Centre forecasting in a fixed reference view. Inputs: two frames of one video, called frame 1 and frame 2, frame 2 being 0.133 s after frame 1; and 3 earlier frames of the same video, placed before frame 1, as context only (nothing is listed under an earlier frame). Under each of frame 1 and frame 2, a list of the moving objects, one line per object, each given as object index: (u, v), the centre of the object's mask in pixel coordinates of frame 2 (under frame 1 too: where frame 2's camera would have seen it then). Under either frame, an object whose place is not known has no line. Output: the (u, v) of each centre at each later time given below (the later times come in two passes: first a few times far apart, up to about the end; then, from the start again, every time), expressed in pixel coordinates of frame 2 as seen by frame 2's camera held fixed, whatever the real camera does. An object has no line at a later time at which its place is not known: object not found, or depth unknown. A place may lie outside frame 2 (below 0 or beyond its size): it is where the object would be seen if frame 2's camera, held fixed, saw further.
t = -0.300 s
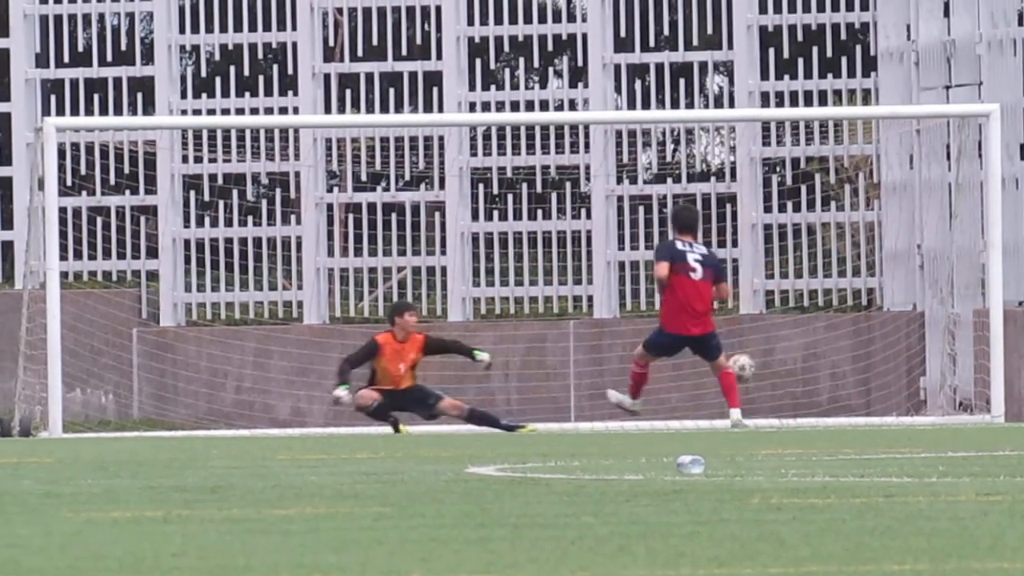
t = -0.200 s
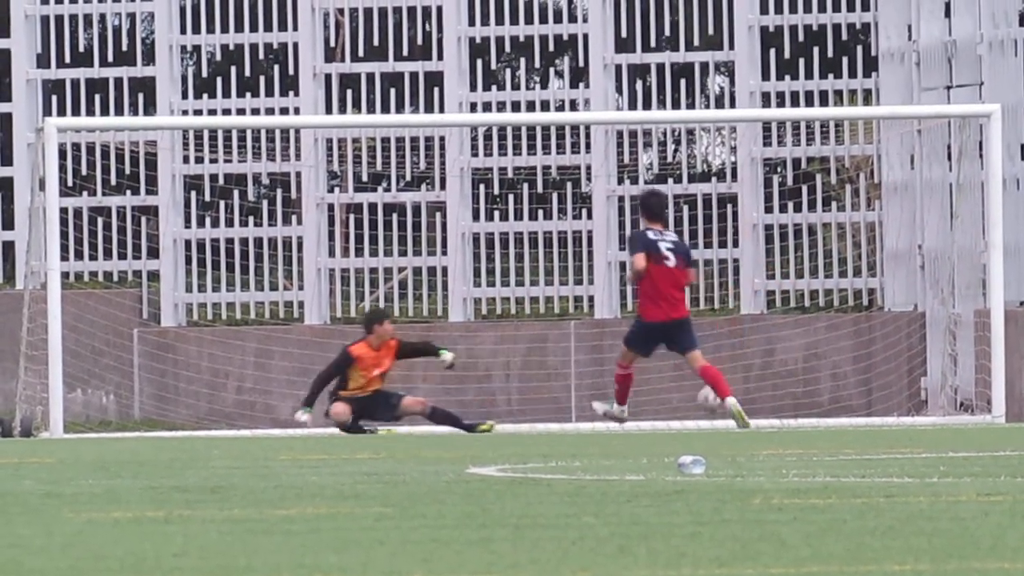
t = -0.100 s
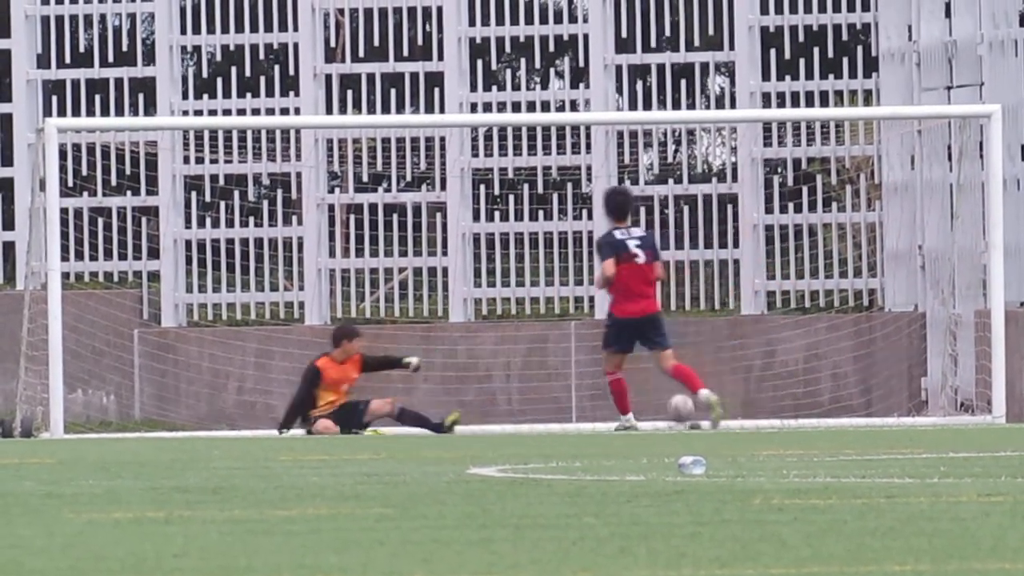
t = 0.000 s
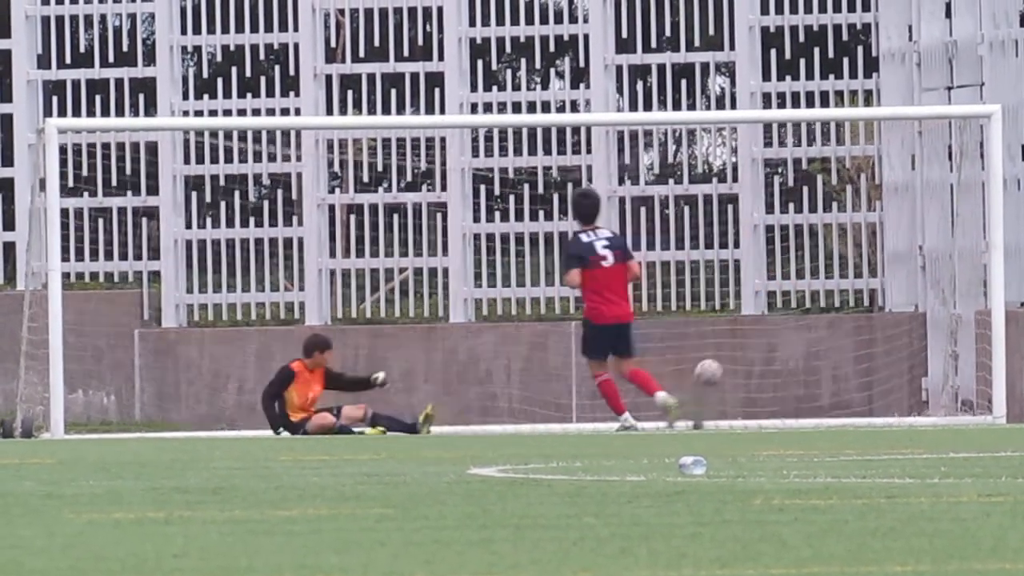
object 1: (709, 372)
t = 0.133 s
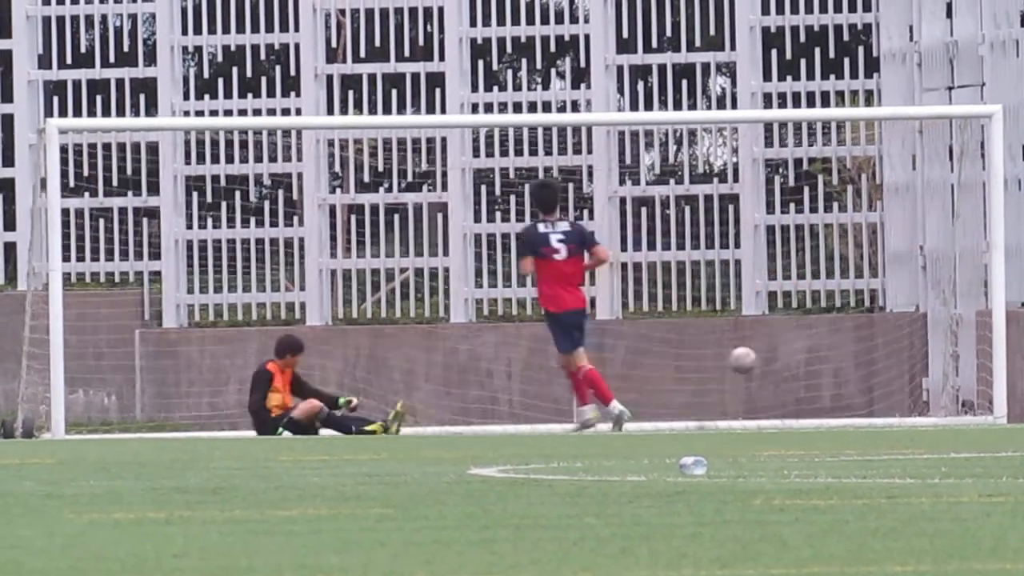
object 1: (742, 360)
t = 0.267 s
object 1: (776, 369)
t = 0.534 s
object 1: (833, 402)
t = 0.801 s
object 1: (857, 393)
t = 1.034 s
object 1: (883, 405)
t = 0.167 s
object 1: (751, 360)
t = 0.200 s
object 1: (759, 361)
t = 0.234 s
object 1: (767, 364)
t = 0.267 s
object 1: (776, 369)
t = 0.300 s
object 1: (784, 374)
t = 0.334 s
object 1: (793, 380)
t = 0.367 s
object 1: (802, 389)
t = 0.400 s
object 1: (810, 397)
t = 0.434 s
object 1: (819, 408)
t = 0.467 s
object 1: (827, 416)
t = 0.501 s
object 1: (830, 410)
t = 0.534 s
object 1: (833, 402)
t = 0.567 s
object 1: (835, 397)
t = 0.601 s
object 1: (839, 393)
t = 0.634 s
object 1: (842, 389)
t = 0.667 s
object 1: (845, 387)
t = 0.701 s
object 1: (847, 387)
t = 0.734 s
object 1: (851, 388)
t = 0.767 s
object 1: (854, 390)
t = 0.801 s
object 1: (857, 393)
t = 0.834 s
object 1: (860, 398)
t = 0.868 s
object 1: (863, 404)
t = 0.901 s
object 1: (866, 412)
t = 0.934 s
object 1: (870, 414)
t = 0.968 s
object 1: (875, 411)
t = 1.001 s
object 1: (879, 407)
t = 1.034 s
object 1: (883, 405)
